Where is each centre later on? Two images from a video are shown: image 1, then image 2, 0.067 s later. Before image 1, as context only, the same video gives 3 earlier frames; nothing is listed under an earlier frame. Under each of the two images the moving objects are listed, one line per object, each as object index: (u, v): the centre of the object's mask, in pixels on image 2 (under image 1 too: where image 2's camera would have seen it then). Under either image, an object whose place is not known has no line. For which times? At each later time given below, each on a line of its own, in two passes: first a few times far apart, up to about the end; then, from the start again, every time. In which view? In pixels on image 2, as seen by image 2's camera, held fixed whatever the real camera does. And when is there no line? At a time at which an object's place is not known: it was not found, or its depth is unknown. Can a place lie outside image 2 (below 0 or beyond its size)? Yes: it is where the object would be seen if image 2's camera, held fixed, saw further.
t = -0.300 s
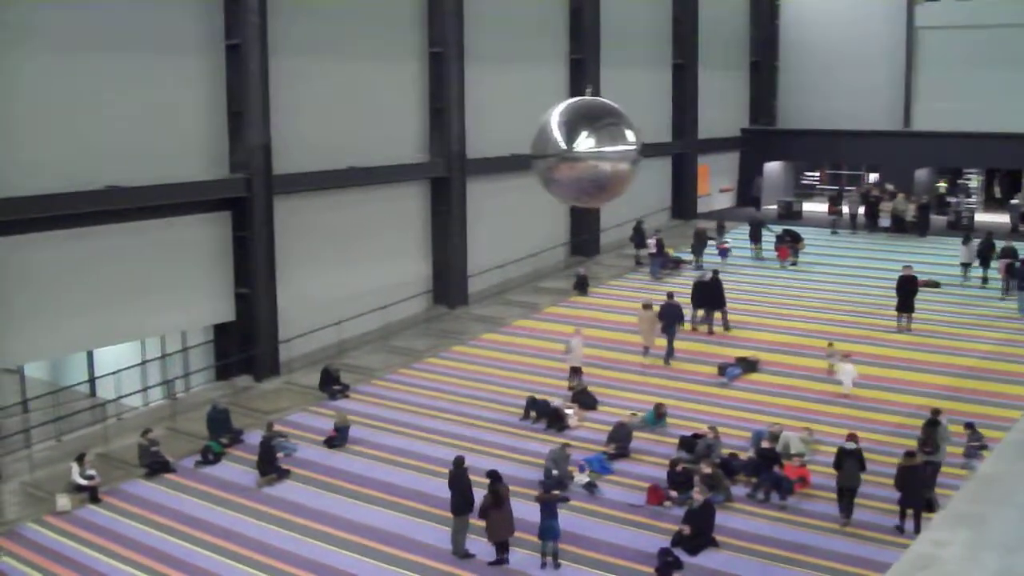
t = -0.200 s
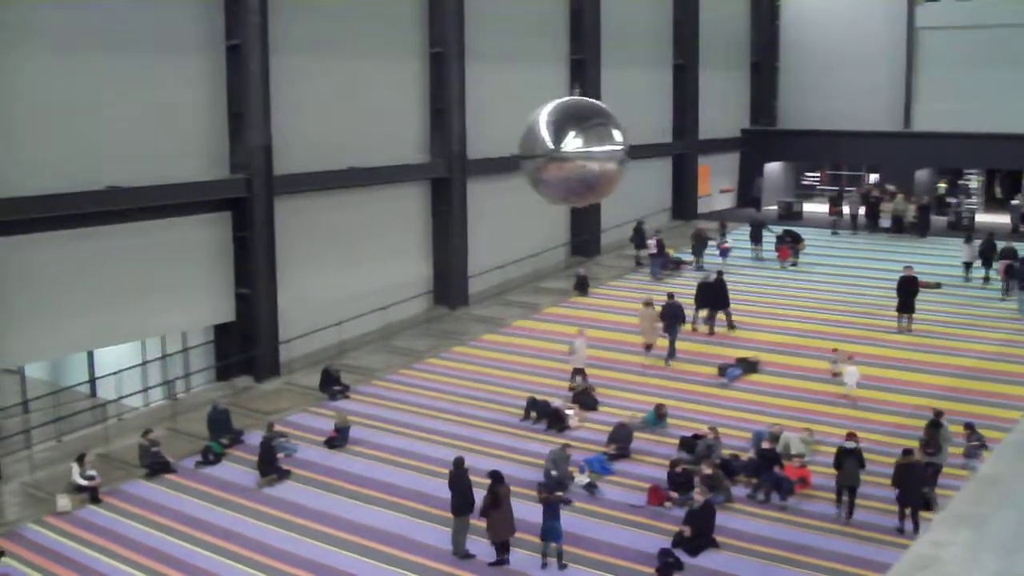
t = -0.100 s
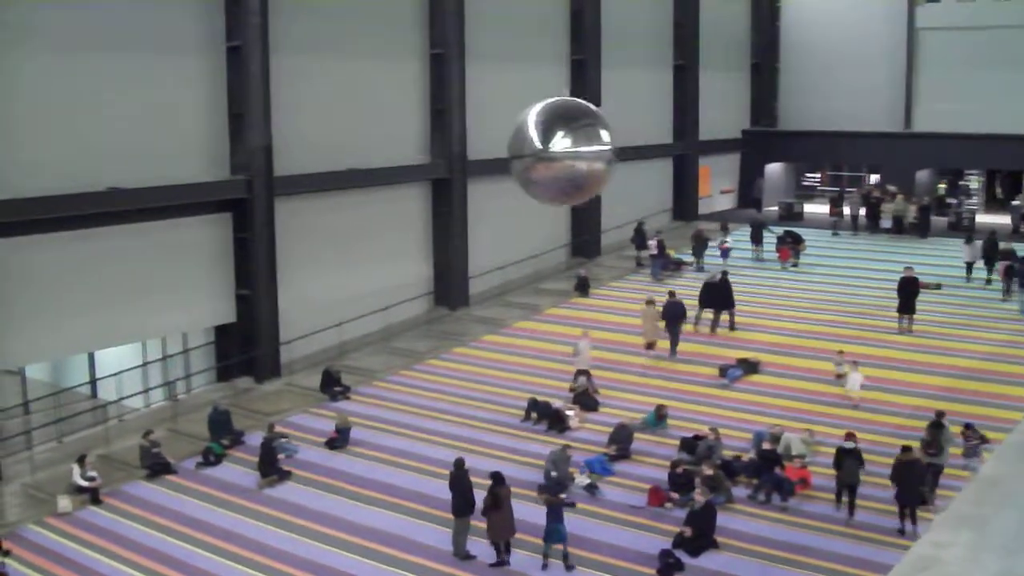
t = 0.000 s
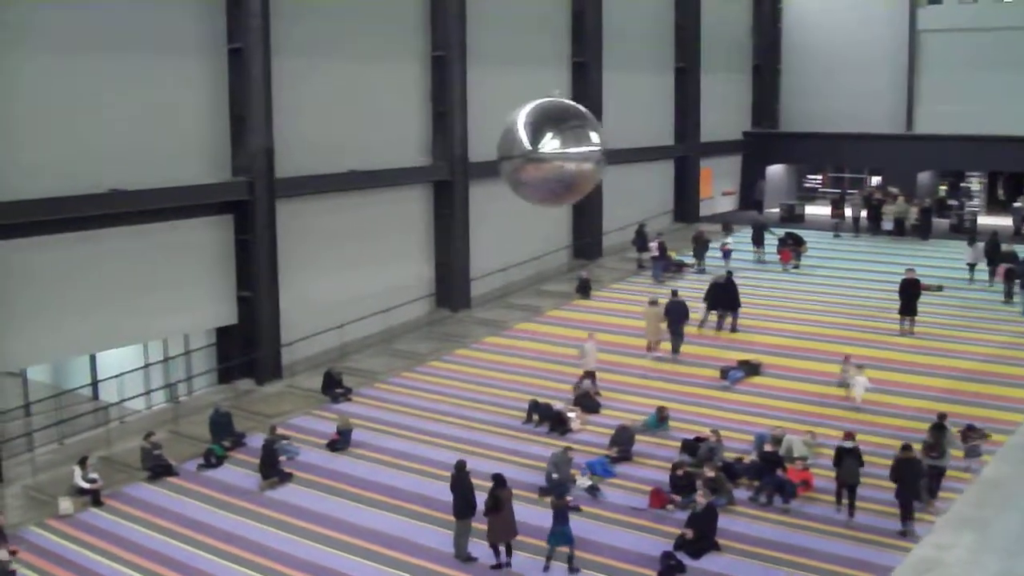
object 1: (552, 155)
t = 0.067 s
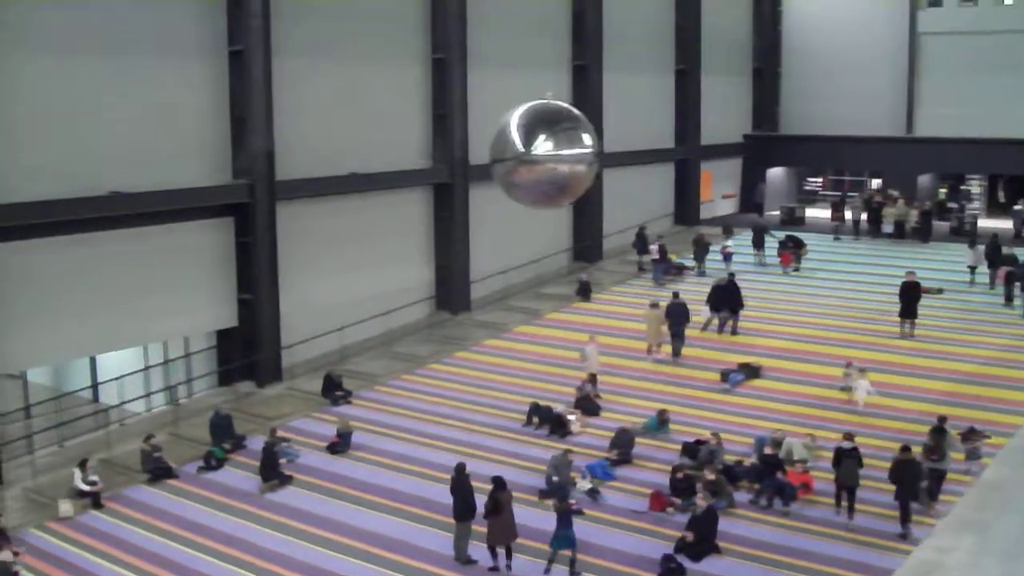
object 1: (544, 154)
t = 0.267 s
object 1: (522, 151)
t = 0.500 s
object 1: (499, 146)
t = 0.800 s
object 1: (475, 142)
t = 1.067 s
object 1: (458, 140)
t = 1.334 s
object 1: (447, 137)
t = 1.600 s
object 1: (440, 135)
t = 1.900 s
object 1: (440, 135)
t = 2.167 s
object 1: (444, 136)
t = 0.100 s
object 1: (540, 154)
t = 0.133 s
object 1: (536, 152)
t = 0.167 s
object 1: (533, 152)
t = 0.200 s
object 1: (530, 152)
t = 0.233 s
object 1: (526, 152)
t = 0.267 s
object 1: (522, 151)
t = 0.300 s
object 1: (519, 151)
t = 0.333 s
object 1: (516, 149)
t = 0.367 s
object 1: (512, 149)
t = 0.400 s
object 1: (509, 148)
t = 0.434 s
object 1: (506, 147)
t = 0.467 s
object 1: (502, 146)
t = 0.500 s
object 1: (499, 146)
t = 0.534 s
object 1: (496, 146)
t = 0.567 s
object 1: (493, 146)
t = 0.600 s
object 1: (490, 145)
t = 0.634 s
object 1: (488, 145)
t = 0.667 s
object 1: (485, 144)
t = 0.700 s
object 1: (482, 144)
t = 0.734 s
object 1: (480, 144)
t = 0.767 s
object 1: (478, 143)
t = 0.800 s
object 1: (475, 142)
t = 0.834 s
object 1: (472, 141)
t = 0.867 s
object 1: (470, 141)
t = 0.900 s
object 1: (468, 141)
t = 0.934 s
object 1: (466, 141)
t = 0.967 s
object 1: (464, 141)
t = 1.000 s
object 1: (462, 141)
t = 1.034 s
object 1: (460, 141)
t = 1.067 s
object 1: (458, 140)
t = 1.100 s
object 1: (456, 140)
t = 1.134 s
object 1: (454, 139)
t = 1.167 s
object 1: (453, 139)
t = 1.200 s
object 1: (451, 138)
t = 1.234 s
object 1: (450, 138)
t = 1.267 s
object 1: (449, 137)
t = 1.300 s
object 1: (448, 137)
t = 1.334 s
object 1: (447, 137)
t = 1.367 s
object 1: (446, 137)
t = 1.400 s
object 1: (445, 137)
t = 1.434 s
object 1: (444, 136)
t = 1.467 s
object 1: (443, 136)
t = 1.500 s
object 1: (442, 136)
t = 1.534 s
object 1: (441, 135)
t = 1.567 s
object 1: (440, 135)
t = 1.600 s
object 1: (440, 135)
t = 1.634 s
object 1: (440, 135)
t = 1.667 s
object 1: (440, 135)
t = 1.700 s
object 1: (439, 135)
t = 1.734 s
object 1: (439, 135)
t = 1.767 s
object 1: (439, 135)
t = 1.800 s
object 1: (439, 135)
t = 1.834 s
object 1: (439, 135)
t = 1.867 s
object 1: (439, 135)
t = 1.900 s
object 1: (440, 135)
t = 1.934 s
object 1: (440, 135)
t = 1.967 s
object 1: (441, 135)
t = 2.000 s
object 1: (441, 135)
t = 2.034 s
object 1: (441, 135)
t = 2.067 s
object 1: (442, 135)
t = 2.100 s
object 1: (442, 135)
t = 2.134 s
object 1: (443, 136)
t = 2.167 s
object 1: (444, 136)
